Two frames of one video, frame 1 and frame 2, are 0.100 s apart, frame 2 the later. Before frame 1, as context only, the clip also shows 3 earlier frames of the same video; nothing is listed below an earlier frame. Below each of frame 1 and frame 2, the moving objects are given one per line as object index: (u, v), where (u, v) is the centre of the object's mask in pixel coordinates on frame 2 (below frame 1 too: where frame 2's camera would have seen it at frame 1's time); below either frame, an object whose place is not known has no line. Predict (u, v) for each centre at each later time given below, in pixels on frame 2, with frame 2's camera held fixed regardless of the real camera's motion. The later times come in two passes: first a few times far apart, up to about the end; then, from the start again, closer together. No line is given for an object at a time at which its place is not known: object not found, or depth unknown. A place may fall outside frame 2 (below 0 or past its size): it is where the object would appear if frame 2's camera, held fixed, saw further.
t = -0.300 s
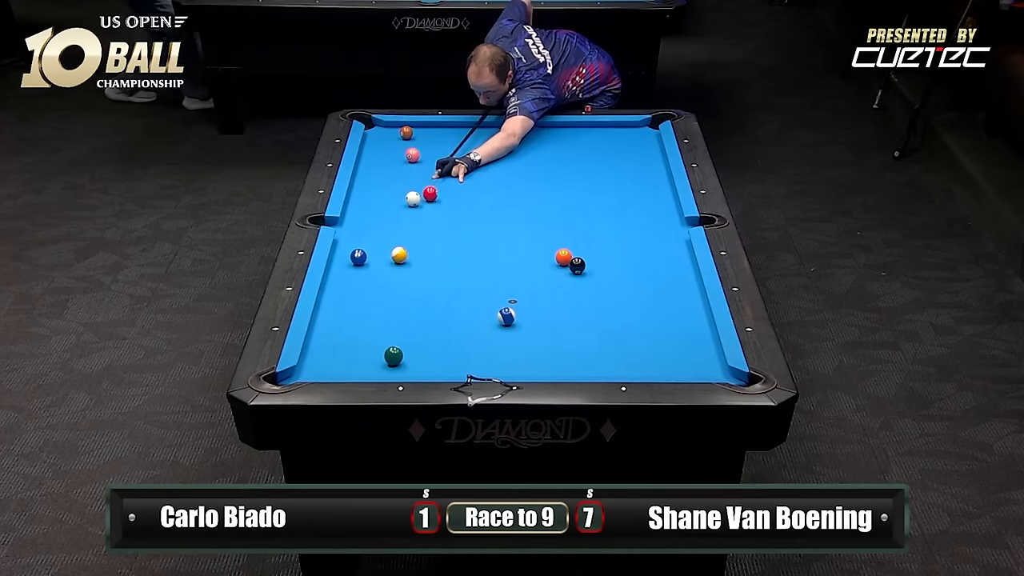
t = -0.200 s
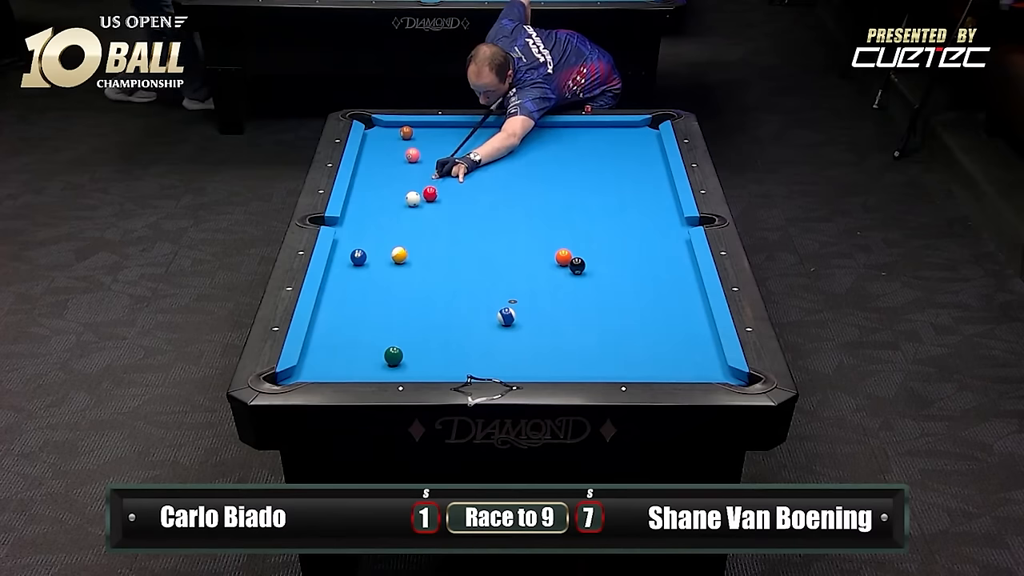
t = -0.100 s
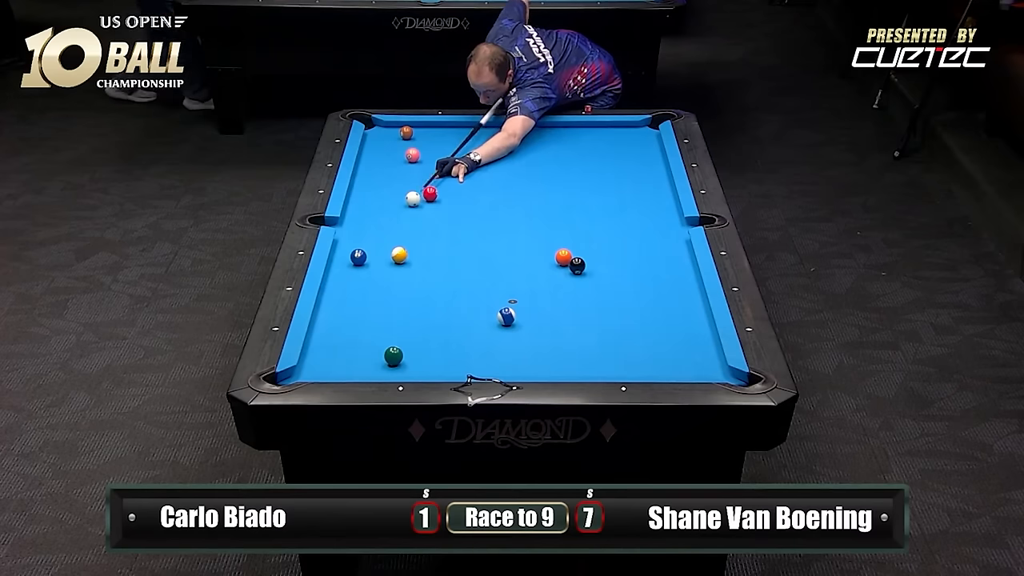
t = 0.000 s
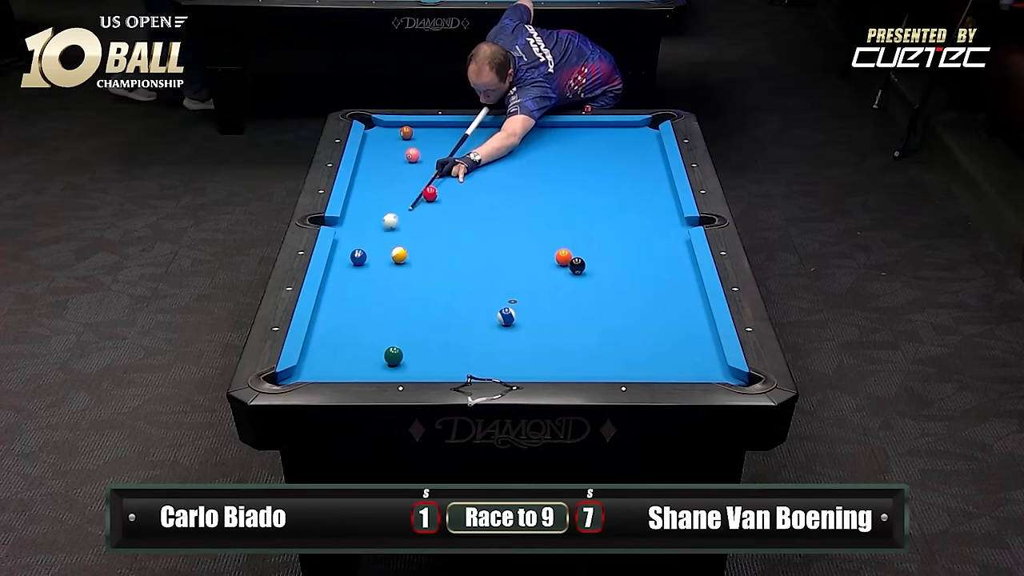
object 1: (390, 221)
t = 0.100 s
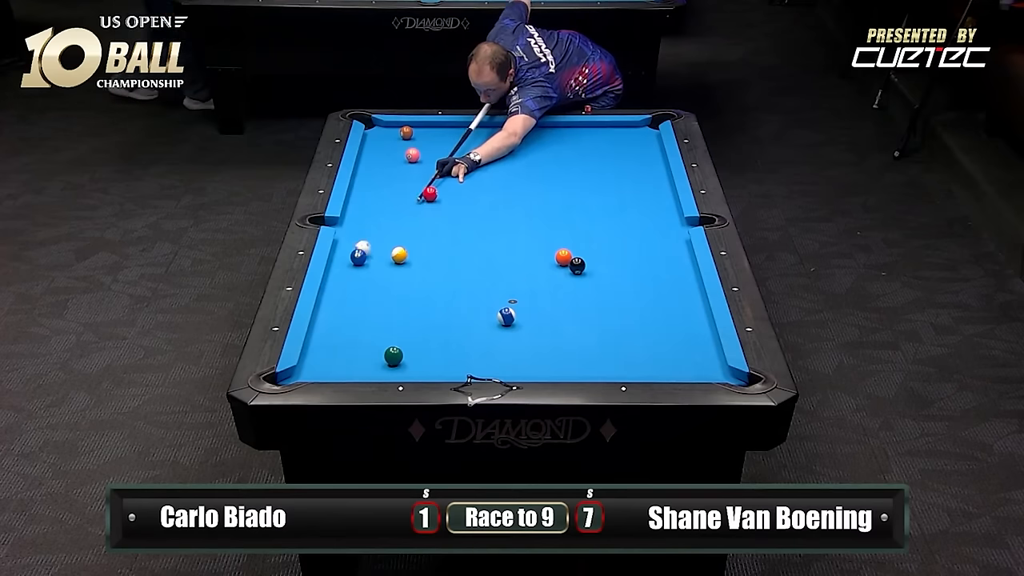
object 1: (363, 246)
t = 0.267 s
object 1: (342, 248)
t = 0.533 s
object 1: (364, 238)
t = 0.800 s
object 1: (386, 228)
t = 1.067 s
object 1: (406, 219)
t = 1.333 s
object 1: (423, 211)
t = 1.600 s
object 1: (441, 203)
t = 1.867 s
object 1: (457, 196)
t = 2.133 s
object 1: (470, 190)
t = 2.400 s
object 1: (484, 184)
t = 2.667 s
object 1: (497, 178)
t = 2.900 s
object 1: (506, 174)
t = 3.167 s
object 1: (517, 169)
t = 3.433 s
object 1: (526, 165)
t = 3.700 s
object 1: (534, 161)
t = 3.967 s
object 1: (543, 158)
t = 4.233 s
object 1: (549, 155)
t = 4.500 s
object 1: (555, 152)
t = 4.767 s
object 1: (561, 150)
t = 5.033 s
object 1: (566, 148)
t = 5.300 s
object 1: (570, 146)
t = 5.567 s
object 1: (573, 145)
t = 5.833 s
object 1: (576, 144)
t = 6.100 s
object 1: (577, 142)
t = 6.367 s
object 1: (578, 142)
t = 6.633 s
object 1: (578, 142)
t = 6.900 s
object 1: (579, 142)
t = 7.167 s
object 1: (579, 142)
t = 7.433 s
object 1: (579, 142)
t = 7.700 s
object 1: (578, 142)
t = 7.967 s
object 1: (579, 142)
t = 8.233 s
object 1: (579, 142)
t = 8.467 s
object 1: (579, 142)
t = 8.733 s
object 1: (579, 142)
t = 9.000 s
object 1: (579, 142)
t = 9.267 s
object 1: (579, 142)
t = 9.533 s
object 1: (579, 142)
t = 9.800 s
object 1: (579, 142)
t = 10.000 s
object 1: (579, 142)
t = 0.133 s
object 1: (355, 249)
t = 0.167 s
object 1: (349, 250)
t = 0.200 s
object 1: (344, 250)
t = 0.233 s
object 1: (339, 250)
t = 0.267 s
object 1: (342, 248)
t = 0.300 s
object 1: (345, 246)
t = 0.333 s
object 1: (348, 245)
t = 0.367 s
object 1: (351, 244)
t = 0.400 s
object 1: (354, 243)
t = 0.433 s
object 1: (357, 241)
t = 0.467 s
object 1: (358, 241)
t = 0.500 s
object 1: (361, 239)
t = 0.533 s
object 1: (364, 238)
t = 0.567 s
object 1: (366, 237)
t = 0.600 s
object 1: (369, 236)
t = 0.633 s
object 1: (372, 234)
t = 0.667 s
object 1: (376, 232)
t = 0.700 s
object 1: (379, 231)
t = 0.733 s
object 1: (381, 230)
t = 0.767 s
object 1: (384, 229)
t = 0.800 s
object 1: (386, 228)
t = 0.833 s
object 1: (389, 226)
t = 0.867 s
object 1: (390, 226)
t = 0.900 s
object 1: (393, 225)
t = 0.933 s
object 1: (395, 224)
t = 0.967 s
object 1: (397, 223)
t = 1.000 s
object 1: (400, 222)
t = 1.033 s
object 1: (402, 221)
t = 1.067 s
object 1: (406, 219)
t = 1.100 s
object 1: (408, 218)
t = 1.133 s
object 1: (410, 217)
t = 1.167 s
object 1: (413, 216)
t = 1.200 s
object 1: (415, 215)
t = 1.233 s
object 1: (417, 214)
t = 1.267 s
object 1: (418, 213)
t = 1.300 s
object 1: (421, 212)
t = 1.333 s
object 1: (423, 211)
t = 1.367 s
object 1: (425, 210)
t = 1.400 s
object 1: (427, 209)
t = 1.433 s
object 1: (429, 208)
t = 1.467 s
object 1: (432, 207)
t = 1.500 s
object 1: (435, 206)
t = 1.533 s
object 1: (437, 205)
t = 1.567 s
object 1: (439, 204)
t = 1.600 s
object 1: (441, 203)
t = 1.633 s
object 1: (443, 202)
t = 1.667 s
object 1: (444, 202)
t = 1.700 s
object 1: (446, 201)
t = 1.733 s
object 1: (448, 200)
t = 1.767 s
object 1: (450, 199)
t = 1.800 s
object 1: (452, 198)
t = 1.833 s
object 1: (454, 197)
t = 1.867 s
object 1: (457, 196)
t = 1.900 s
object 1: (458, 195)
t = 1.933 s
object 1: (460, 194)
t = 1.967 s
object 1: (462, 193)
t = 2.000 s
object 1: (464, 193)
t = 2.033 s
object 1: (466, 192)
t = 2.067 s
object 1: (466, 191)
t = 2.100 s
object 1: (468, 190)
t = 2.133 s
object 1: (470, 190)
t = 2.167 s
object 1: (472, 189)
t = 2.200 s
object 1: (474, 188)
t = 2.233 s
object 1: (475, 188)
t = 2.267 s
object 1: (478, 186)
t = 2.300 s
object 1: (480, 186)
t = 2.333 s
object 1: (481, 185)
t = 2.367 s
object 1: (483, 184)
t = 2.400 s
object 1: (484, 184)
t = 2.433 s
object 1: (486, 183)
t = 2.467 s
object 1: (487, 183)
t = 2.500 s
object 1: (488, 182)
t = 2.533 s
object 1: (490, 181)
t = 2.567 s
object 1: (491, 180)
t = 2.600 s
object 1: (493, 180)
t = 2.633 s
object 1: (494, 179)
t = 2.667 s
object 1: (497, 178)
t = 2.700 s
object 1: (498, 177)
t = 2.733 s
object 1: (499, 177)
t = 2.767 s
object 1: (501, 176)
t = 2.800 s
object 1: (502, 176)
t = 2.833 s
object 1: (504, 175)
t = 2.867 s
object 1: (504, 175)
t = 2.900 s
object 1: (506, 174)
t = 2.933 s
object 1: (507, 174)
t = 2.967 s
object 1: (508, 173)
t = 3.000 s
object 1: (510, 172)
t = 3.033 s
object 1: (511, 172)
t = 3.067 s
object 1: (513, 171)
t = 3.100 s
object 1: (514, 170)
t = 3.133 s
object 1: (515, 170)
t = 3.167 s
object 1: (517, 169)
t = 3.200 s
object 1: (518, 169)
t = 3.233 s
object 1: (519, 168)
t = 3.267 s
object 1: (520, 168)
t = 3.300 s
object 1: (521, 167)
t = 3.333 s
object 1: (522, 167)
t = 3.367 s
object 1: (523, 166)
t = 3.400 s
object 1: (525, 166)
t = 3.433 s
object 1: (526, 165)
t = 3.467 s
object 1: (527, 164)
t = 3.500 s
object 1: (528, 164)
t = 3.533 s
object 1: (529, 163)
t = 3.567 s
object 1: (531, 163)
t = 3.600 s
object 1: (532, 163)
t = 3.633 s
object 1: (533, 162)
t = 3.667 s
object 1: (533, 162)
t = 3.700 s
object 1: (534, 161)
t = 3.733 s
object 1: (535, 161)
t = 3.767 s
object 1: (536, 161)
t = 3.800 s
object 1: (537, 160)
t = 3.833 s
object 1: (538, 160)
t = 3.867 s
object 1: (540, 159)
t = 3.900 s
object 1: (541, 158)
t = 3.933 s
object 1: (542, 158)
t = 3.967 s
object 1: (543, 158)
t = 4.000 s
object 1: (544, 157)
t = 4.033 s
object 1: (544, 157)
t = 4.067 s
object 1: (545, 157)
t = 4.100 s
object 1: (546, 156)
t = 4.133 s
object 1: (547, 156)
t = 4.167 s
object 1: (548, 156)
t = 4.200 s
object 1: (548, 155)
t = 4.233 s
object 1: (549, 155)
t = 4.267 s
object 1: (551, 154)
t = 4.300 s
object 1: (551, 154)
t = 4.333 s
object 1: (552, 154)
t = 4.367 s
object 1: (553, 153)
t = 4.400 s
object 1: (554, 153)
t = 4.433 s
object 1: (554, 153)
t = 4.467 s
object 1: (555, 152)
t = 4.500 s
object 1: (555, 152)
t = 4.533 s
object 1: (556, 152)
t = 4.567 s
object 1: (557, 152)
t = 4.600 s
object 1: (558, 151)
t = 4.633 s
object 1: (559, 151)
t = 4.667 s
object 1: (559, 151)
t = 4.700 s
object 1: (560, 150)
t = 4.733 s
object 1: (561, 150)
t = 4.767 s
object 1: (561, 150)
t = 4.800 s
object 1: (562, 149)
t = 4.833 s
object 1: (563, 149)
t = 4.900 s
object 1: (564, 149)
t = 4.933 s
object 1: (564, 149)
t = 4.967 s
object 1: (565, 148)
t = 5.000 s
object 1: (566, 148)
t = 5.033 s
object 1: (566, 148)
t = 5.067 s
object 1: (567, 147)
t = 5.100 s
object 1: (567, 147)
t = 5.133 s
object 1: (568, 147)
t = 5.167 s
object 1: (568, 147)
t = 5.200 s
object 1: (569, 147)
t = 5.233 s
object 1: (569, 146)
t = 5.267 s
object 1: (569, 146)
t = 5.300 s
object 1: (570, 146)
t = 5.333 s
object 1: (570, 146)
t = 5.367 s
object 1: (571, 146)
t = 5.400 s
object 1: (571, 145)
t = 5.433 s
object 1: (572, 145)
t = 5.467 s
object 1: (572, 145)
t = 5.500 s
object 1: (572, 145)
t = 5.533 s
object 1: (573, 145)
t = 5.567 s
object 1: (573, 145)
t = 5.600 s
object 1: (574, 144)
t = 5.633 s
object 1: (574, 144)
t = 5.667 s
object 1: (574, 144)
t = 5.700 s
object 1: (574, 144)
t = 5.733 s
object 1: (575, 144)
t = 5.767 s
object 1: (575, 144)
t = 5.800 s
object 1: (575, 144)
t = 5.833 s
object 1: (576, 144)
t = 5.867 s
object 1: (576, 143)
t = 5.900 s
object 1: (576, 143)
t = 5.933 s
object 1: (576, 143)
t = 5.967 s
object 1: (576, 143)
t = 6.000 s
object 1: (577, 143)
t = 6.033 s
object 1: (577, 143)
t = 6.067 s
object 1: (577, 142)
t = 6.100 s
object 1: (577, 142)
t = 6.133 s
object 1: (577, 142)
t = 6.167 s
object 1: (577, 142)
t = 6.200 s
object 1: (578, 142)
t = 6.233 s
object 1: (578, 142)
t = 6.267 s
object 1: (578, 142)
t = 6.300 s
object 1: (578, 142)
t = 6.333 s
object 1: (578, 142)
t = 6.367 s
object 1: (578, 142)
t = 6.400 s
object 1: (578, 142)
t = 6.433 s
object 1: (578, 142)
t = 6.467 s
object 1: (578, 142)
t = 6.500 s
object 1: (578, 142)
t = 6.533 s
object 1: (578, 142)
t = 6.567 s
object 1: (578, 142)
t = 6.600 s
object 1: (578, 142)
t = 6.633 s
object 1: (578, 142)
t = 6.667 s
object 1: (578, 142)
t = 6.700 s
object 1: (579, 142)
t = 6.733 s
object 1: (579, 142)
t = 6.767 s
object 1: (578, 142)
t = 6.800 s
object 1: (578, 142)
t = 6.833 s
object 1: (579, 142)
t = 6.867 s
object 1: (579, 142)
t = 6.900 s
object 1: (579, 142)
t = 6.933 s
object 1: (579, 142)
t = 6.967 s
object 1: (579, 142)
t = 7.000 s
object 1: (579, 142)
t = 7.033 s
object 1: (579, 142)
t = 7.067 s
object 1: (579, 142)
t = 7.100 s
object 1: (579, 142)
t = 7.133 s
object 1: (579, 142)
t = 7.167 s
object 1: (579, 142)
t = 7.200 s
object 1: (579, 142)
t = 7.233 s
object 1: (579, 142)
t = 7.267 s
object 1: (579, 142)
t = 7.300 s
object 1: (579, 142)
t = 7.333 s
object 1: (579, 142)
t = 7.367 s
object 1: (579, 142)
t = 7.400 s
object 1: (579, 142)
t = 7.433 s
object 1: (579, 142)
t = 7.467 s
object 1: (579, 142)
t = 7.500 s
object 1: (579, 142)
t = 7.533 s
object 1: (579, 142)
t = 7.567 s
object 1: (579, 142)
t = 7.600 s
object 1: (578, 142)
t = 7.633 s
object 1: (578, 142)
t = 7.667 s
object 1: (578, 142)
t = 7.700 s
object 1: (578, 142)
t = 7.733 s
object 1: (579, 142)
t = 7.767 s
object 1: (579, 142)
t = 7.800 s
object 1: (579, 142)
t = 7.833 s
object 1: (579, 142)
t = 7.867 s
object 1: (579, 142)
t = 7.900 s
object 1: (579, 142)
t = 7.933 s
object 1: (579, 142)
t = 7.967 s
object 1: (579, 142)
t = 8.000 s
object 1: (579, 142)
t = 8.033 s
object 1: (579, 142)
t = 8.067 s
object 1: (579, 142)
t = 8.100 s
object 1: (579, 142)
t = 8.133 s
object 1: (579, 142)
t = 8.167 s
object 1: (579, 142)
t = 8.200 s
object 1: (579, 142)
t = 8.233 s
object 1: (579, 142)
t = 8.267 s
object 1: (579, 142)
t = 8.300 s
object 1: (579, 142)
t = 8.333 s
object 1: (579, 142)
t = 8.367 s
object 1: (579, 142)
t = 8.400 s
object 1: (579, 142)
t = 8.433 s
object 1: (579, 142)
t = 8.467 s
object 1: (579, 142)
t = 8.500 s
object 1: (579, 142)
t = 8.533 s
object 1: (579, 142)
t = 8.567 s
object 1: (579, 142)
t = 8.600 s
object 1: (579, 142)
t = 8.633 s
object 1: (579, 142)
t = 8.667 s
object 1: (579, 142)
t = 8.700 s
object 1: (579, 142)
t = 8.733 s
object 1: (579, 142)
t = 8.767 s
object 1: (579, 142)
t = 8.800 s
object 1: (579, 142)
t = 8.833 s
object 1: (579, 142)
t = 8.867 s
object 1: (579, 142)
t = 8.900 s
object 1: (579, 142)
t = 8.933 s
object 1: (579, 142)
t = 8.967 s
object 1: (579, 142)
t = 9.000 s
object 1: (579, 142)
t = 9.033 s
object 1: (579, 142)
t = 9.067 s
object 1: (579, 142)
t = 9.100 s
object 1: (579, 142)
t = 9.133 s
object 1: (579, 142)
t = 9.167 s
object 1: (579, 142)
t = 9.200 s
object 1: (579, 142)
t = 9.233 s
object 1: (579, 142)
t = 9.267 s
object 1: (579, 142)
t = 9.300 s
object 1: (579, 142)
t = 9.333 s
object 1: (579, 142)
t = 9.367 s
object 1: (579, 142)
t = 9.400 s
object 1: (579, 142)
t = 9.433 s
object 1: (579, 142)
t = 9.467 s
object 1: (579, 142)
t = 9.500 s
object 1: (579, 142)
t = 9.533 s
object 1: (579, 142)
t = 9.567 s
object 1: (579, 142)
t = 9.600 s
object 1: (579, 142)
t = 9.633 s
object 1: (579, 142)
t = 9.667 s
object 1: (579, 142)
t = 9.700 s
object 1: (579, 142)
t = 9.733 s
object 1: (579, 142)
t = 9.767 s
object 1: (579, 142)
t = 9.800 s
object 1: (579, 142)
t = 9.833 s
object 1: (579, 142)
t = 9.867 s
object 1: (579, 142)
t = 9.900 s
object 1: (579, 142)
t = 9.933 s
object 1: (579, 142)
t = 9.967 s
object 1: (579, 142)
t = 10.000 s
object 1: (579, 142)
